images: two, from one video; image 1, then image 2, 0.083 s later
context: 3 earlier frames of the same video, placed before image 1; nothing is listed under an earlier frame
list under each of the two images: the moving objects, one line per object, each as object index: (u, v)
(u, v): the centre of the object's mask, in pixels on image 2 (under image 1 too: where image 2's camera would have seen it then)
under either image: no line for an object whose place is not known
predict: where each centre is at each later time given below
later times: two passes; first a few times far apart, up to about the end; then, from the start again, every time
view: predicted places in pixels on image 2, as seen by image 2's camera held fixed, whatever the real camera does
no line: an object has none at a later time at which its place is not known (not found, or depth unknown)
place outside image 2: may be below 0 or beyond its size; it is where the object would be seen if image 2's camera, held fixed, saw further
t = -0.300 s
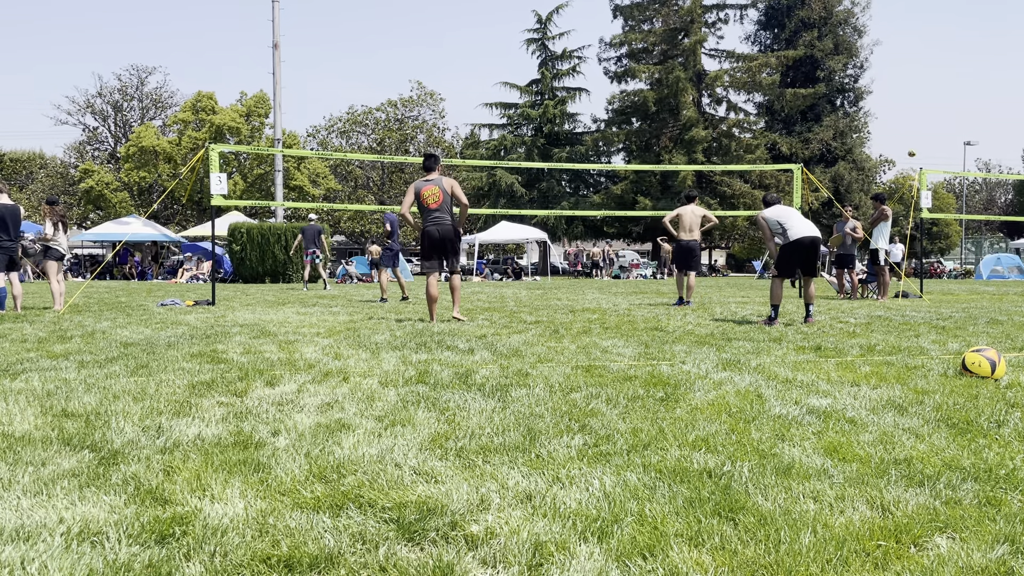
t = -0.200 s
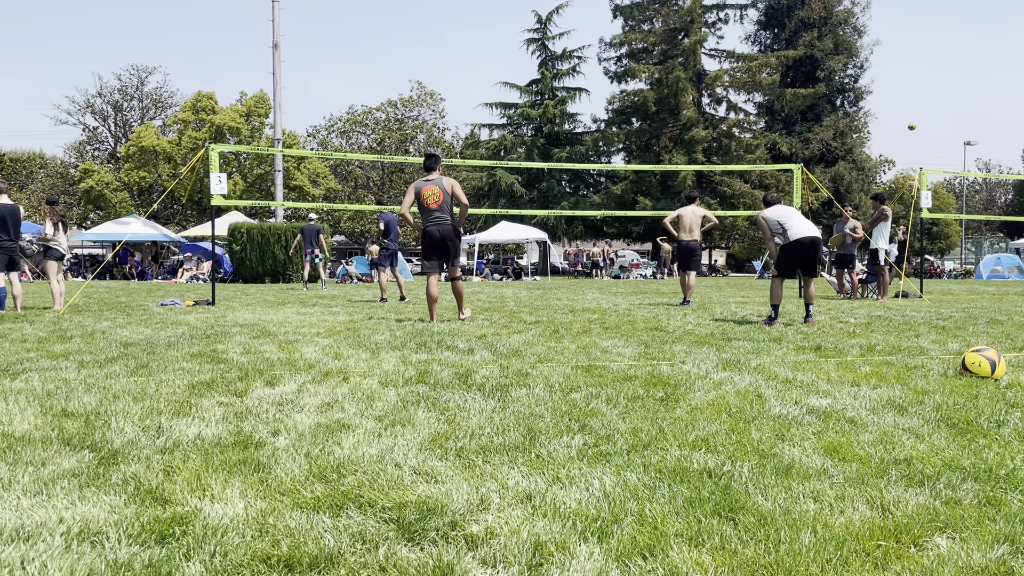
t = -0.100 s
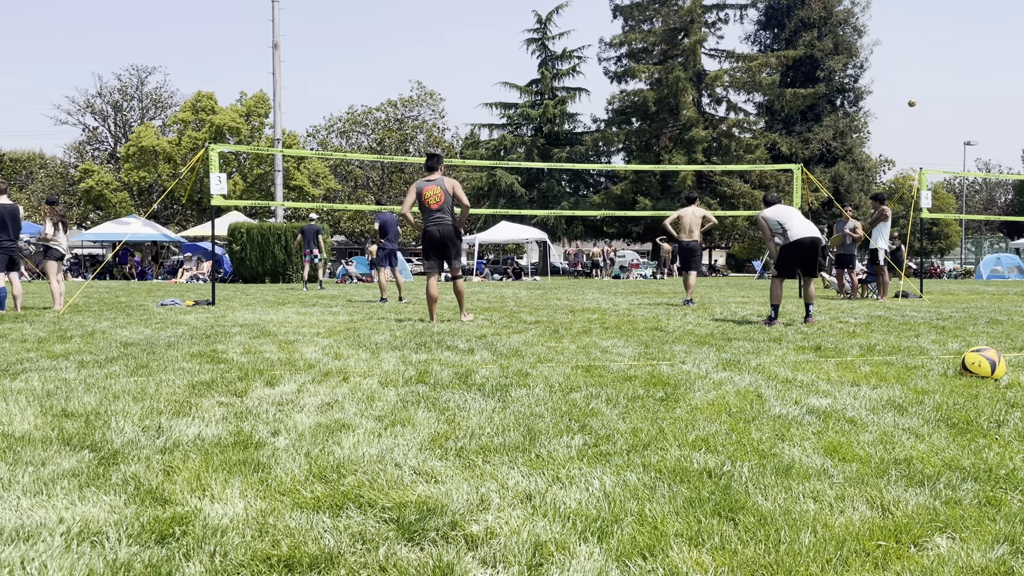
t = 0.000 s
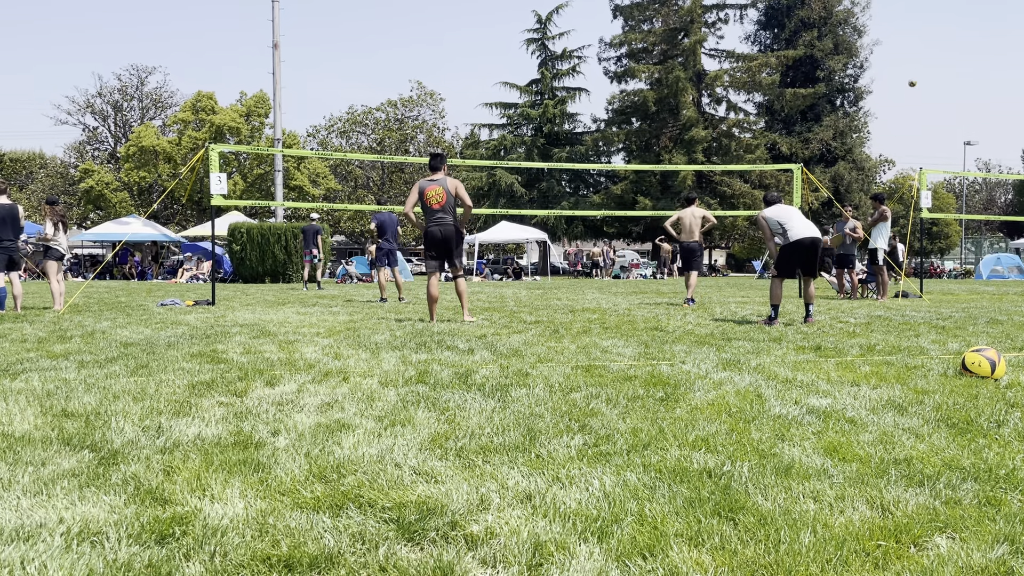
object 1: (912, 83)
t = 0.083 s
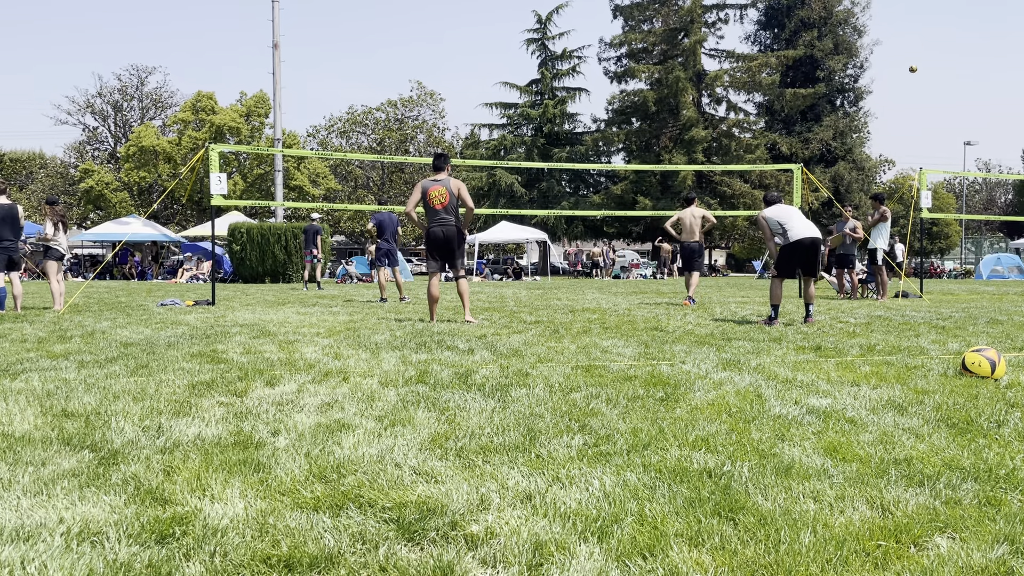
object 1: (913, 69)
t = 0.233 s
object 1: (914, 49)
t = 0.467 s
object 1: (917, 34)
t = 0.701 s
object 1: (920, 40)
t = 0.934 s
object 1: (924, 68)
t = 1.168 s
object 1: (927, 121)
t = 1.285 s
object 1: (928, 157)
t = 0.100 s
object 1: (913, 67)
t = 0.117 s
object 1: (913, 64)
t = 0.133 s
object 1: (913, 61)
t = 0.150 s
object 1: (913, 59)
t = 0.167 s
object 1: (913, 57)
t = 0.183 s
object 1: (913, 55)
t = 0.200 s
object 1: (913, 53)
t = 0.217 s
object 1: (914, 51)
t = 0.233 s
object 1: (914, 49)
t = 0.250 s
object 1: (915, 47)
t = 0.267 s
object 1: (914, 46)
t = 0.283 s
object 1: (915, 44)
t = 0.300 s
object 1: (915, 43)
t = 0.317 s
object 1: (915, 42)
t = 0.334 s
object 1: (915, 41)
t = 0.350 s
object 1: (916, 39)
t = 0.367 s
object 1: (916, 38)
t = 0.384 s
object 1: (916, 37)
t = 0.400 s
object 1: (916, 37)
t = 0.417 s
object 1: (916, 36)
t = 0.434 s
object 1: (916, 35)
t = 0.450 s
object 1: (917, 35)
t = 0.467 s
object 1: (917, 34)
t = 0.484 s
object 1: (917, 34)
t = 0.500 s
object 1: (917, 34)
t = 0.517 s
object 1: (917, 34)
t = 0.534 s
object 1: (918, 34)
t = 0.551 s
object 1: (918, 34)
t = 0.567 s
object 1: (918, 34)
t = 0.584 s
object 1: (918, 35)
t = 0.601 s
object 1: (919, 35)
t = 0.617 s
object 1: (919, 36)
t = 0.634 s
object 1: (919, 37)
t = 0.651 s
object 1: (919, 38)
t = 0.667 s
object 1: (920, 38)
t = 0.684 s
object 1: (920, 39)
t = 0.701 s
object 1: (920, 40)
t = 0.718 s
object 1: (920, 41)
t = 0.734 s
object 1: (921, 43)
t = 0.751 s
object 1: (921, 44)
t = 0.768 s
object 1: (921, 46)
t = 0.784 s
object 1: (921, 48)
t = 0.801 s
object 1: (921, 50)
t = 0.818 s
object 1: (922, 52)
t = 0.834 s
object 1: (922, 54)
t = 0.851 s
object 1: (922, 56)
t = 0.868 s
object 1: (922, 59)
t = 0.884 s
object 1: (922, 61)
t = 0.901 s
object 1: (923, 64)
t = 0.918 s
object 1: (923, 66)
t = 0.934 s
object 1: (924, 68)
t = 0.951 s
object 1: (924, 72)
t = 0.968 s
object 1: (924, 75)
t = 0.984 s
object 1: (924, 78)
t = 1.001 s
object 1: (924, 81)
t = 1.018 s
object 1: (925, 85)
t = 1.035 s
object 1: (925, 89)
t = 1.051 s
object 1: (925, 92)
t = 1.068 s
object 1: (925, 96)
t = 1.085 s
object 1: (925, 100)
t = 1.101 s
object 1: (925, 104)
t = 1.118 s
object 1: (926, 108)
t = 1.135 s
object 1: (926, 112)
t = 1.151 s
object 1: (926, 117)
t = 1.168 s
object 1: (927, 121)
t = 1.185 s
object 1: (927, 126)
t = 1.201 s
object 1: (927, 131)
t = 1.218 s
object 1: (927, 136)
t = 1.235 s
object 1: (928, 141)
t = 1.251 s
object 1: (928, 146)
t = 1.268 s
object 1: (928, 152)
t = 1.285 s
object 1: (928, 157)
